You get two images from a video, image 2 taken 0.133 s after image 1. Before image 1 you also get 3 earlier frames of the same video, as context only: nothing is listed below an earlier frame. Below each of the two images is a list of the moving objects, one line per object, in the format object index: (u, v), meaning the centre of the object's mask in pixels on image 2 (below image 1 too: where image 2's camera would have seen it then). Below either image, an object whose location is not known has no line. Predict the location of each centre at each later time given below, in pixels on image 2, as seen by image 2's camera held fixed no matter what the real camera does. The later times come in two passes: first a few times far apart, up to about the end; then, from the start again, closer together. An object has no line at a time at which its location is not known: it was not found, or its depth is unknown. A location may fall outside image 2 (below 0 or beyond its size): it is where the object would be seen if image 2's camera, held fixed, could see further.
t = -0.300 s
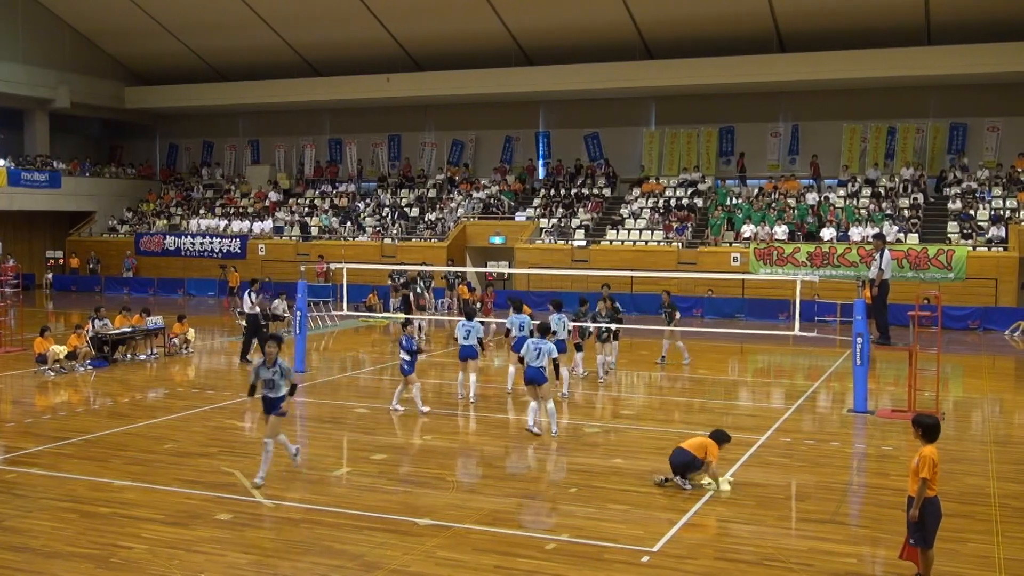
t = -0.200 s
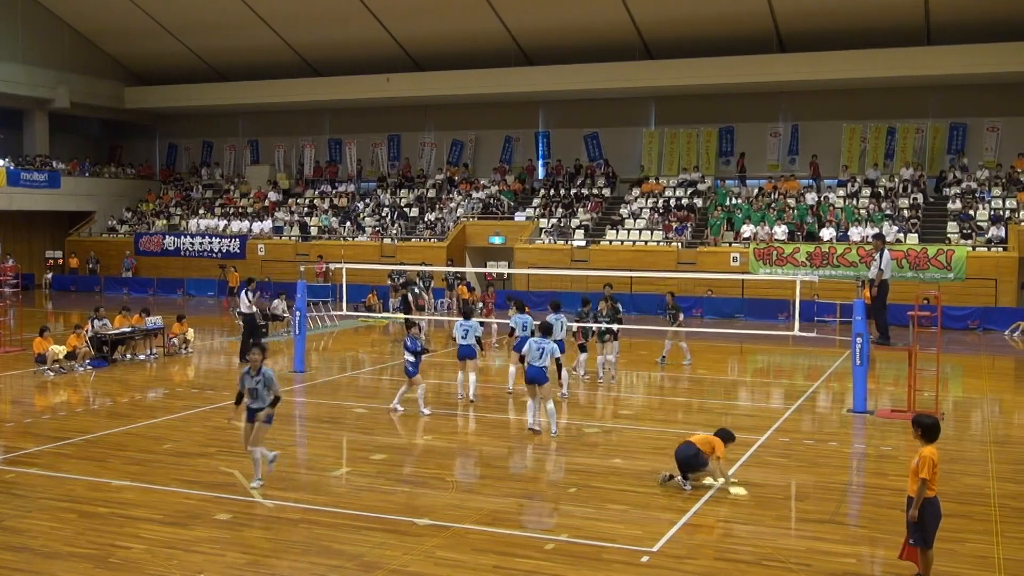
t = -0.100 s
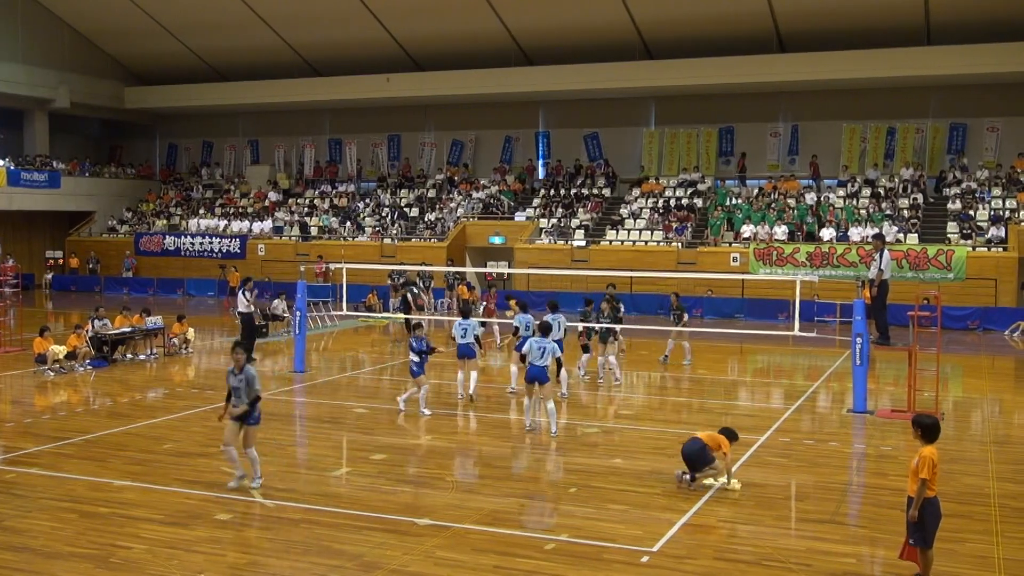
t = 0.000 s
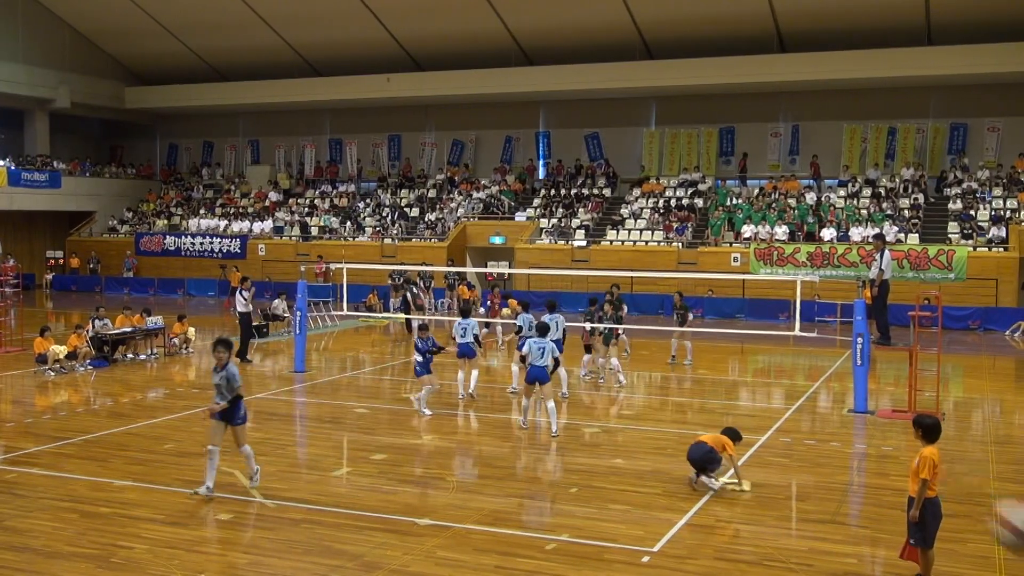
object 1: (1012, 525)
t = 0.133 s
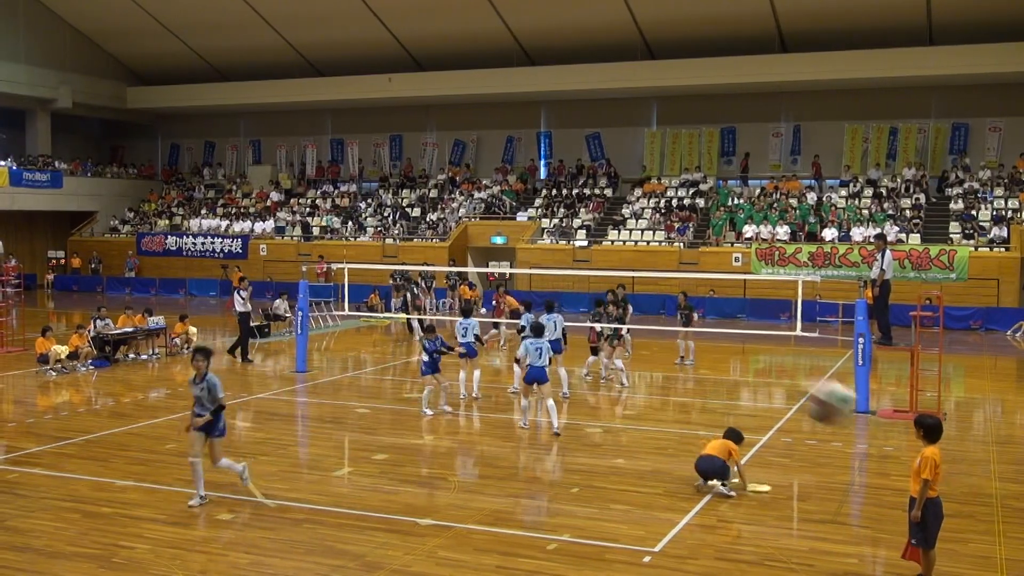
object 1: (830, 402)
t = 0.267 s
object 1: (668, 329)
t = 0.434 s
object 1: (506, 304)
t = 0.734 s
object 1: (288, 377)
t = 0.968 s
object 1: (162, 509)
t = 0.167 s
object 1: (785, 379)
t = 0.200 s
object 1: (744, 359)
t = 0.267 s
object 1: (668, 329)
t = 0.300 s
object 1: (634, 319)
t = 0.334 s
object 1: (599, 312)
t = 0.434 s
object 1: (506, 304)
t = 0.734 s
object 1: (288, 377)
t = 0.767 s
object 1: (266, 394)
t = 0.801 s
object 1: (247, 410)
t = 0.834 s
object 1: (227, 427)
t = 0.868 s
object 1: (209, 446)
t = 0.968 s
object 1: (162, 509)
